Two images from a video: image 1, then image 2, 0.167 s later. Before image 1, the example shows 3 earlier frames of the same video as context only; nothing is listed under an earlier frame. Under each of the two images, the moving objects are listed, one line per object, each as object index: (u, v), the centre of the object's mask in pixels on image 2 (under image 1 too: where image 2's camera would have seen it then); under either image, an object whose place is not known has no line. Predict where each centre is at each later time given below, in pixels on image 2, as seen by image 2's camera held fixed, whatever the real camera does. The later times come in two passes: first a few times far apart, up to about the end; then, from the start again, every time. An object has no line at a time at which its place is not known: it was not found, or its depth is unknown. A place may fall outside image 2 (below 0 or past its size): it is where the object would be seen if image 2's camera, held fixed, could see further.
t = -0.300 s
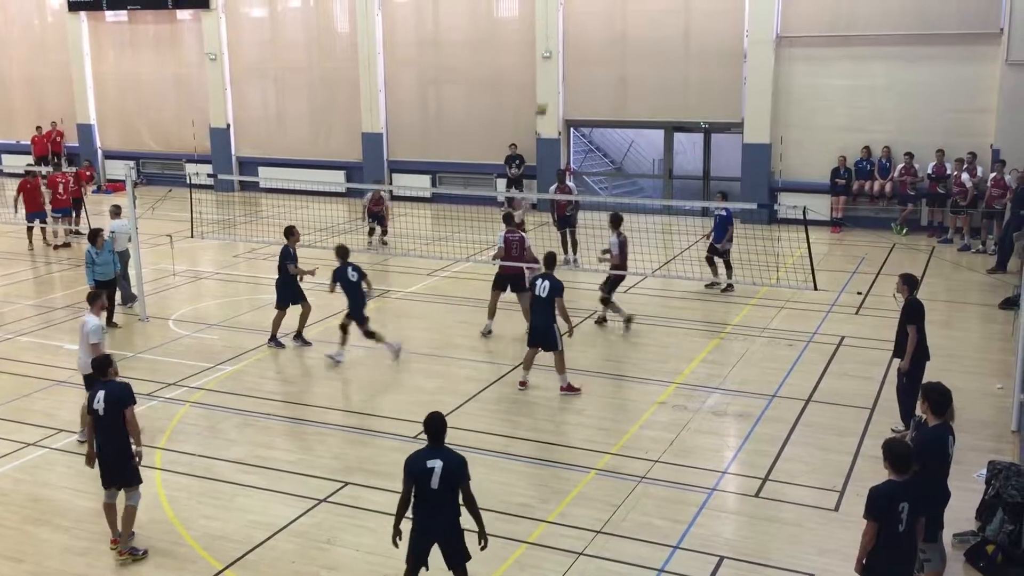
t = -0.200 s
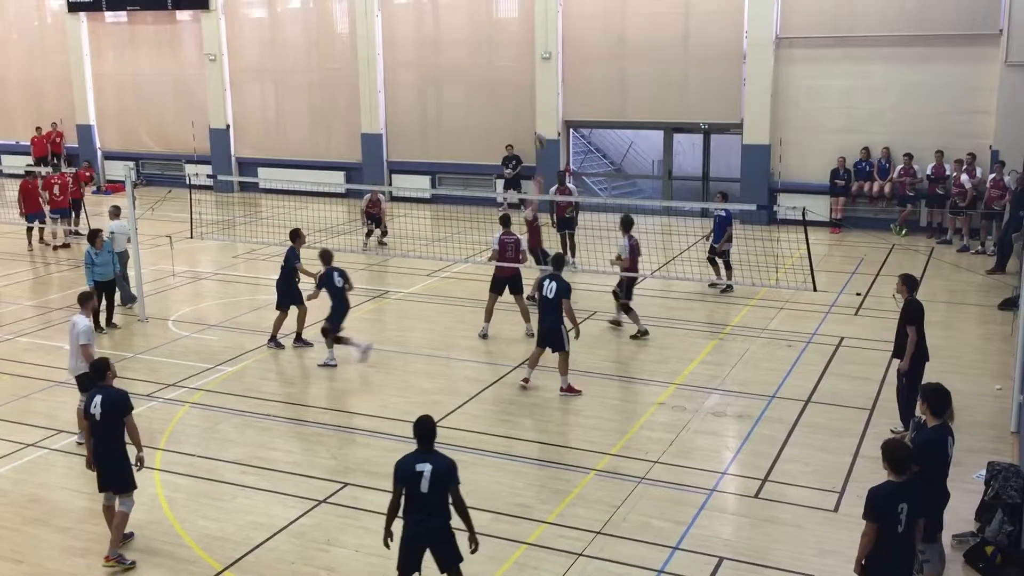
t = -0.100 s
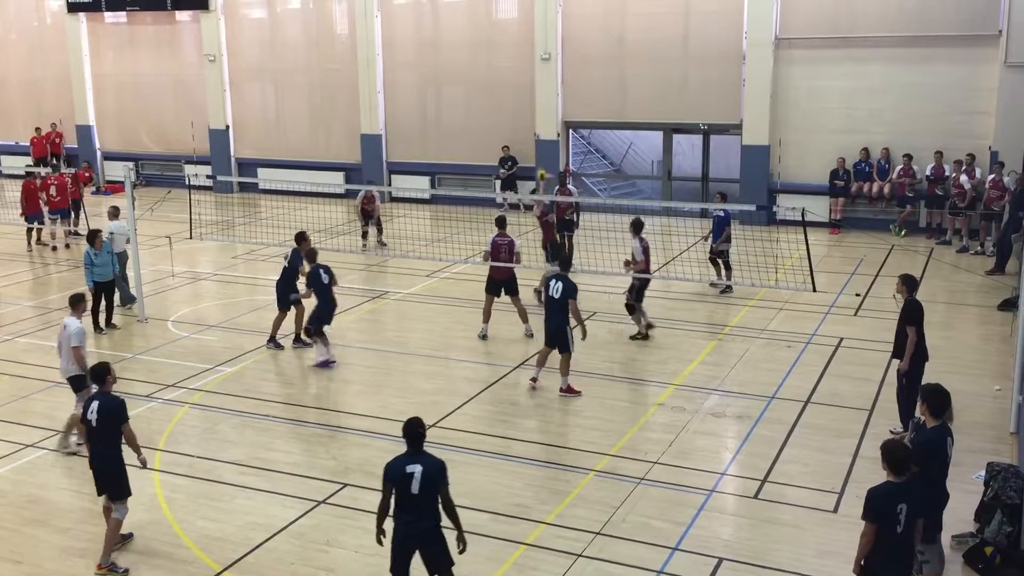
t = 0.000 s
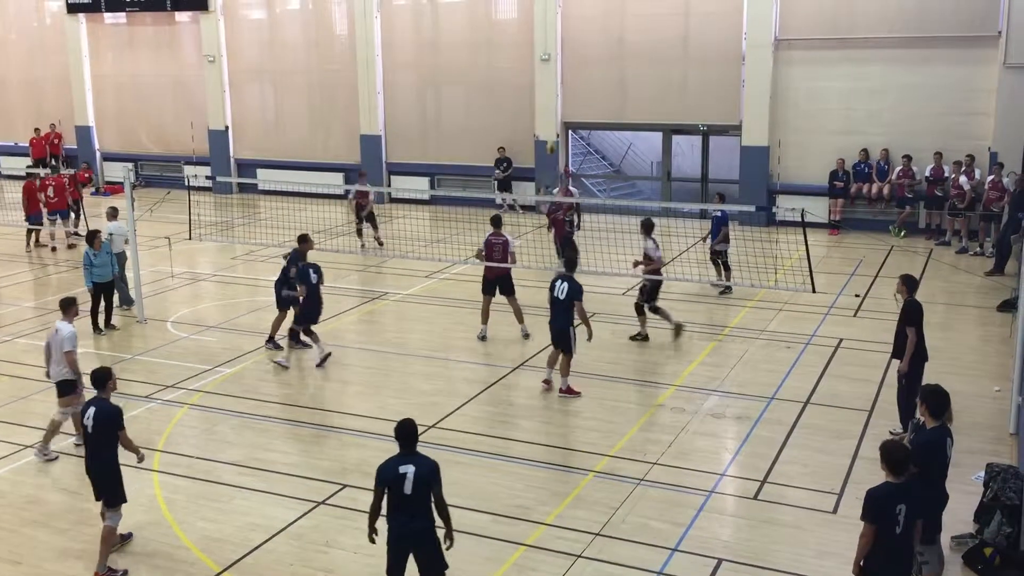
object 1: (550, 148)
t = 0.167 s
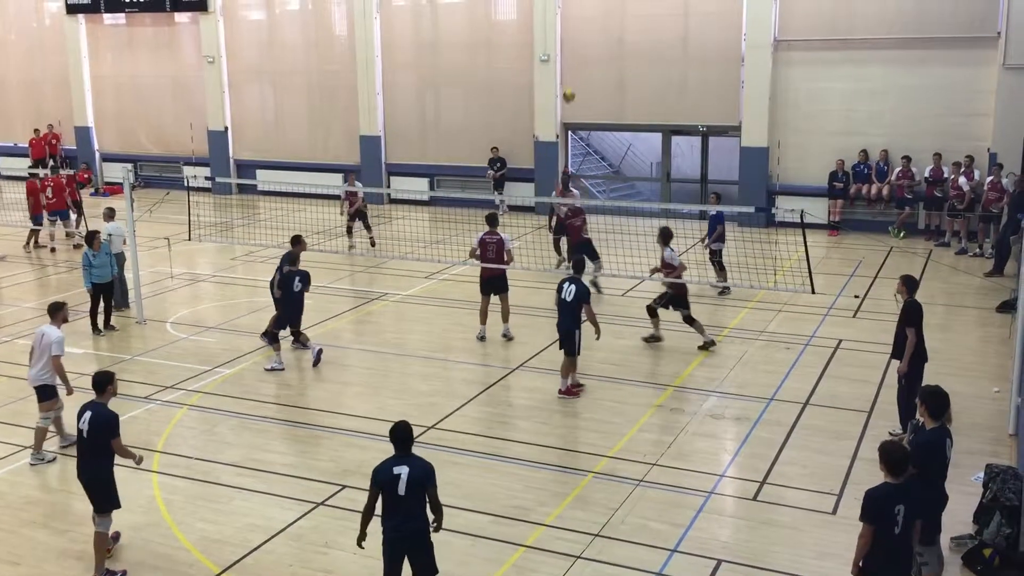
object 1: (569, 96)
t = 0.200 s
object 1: (573, 88)
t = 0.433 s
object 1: (599, 45)
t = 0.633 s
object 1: (623, 36)
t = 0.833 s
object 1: (649, 54)
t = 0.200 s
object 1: (573, 88)
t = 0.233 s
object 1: (576, 79)
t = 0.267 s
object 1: (580, 73)
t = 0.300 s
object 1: (584, 65)
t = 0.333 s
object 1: (587, 59)
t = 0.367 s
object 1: (591, 54)
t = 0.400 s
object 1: (595, 48)
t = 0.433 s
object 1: (599, 45)
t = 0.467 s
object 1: (603, 42)
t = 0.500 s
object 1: (607, 40)
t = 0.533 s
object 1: (611, 38)
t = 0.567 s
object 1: (615, 37)
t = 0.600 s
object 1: (619, 35)
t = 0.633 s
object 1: (623, 36)
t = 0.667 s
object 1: (627, 38)
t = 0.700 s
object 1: (631, 39)
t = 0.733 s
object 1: (636, 42)
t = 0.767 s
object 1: (640, 45)
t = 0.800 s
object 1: (644, 50)
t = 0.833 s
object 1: (649, 54)
